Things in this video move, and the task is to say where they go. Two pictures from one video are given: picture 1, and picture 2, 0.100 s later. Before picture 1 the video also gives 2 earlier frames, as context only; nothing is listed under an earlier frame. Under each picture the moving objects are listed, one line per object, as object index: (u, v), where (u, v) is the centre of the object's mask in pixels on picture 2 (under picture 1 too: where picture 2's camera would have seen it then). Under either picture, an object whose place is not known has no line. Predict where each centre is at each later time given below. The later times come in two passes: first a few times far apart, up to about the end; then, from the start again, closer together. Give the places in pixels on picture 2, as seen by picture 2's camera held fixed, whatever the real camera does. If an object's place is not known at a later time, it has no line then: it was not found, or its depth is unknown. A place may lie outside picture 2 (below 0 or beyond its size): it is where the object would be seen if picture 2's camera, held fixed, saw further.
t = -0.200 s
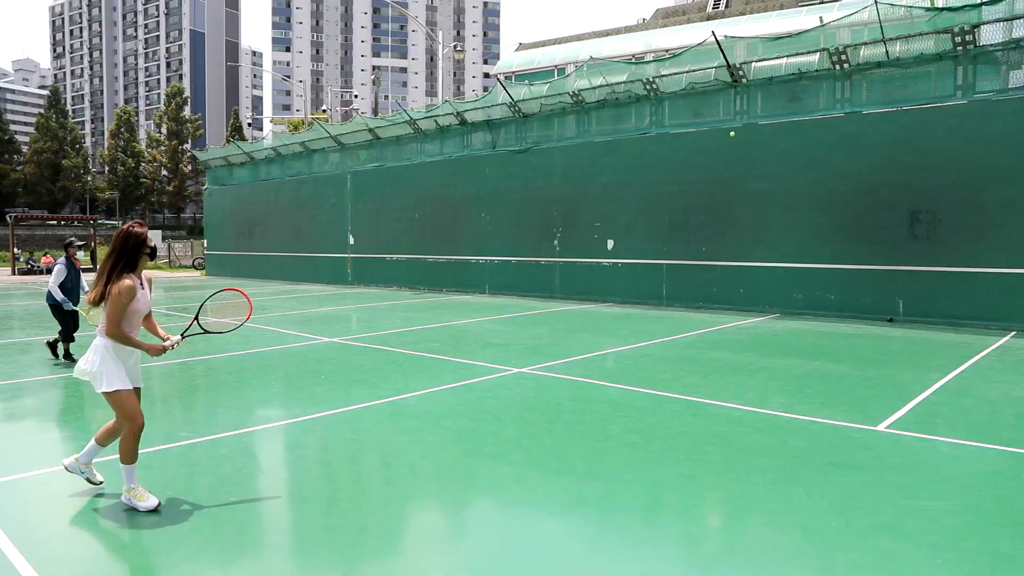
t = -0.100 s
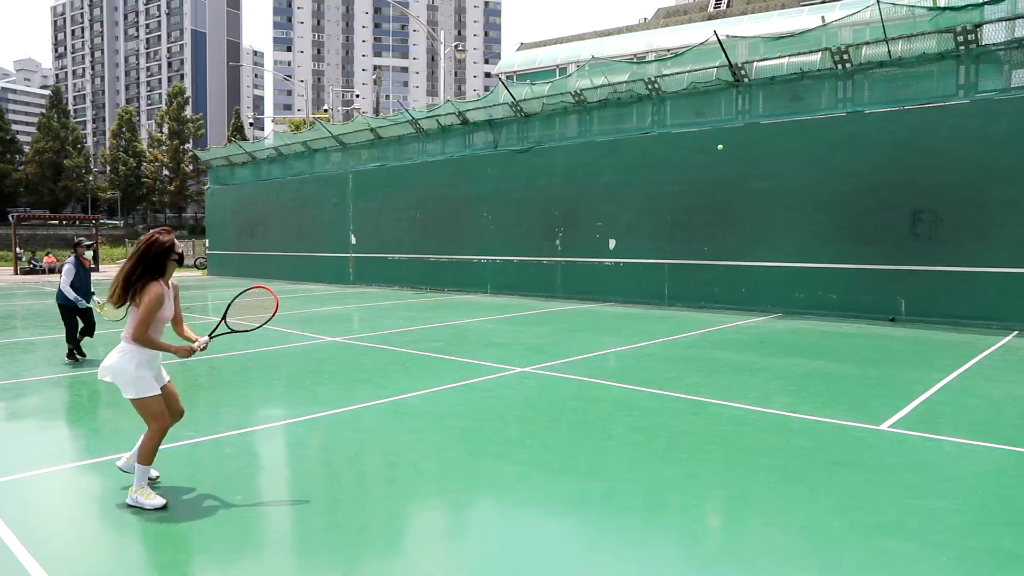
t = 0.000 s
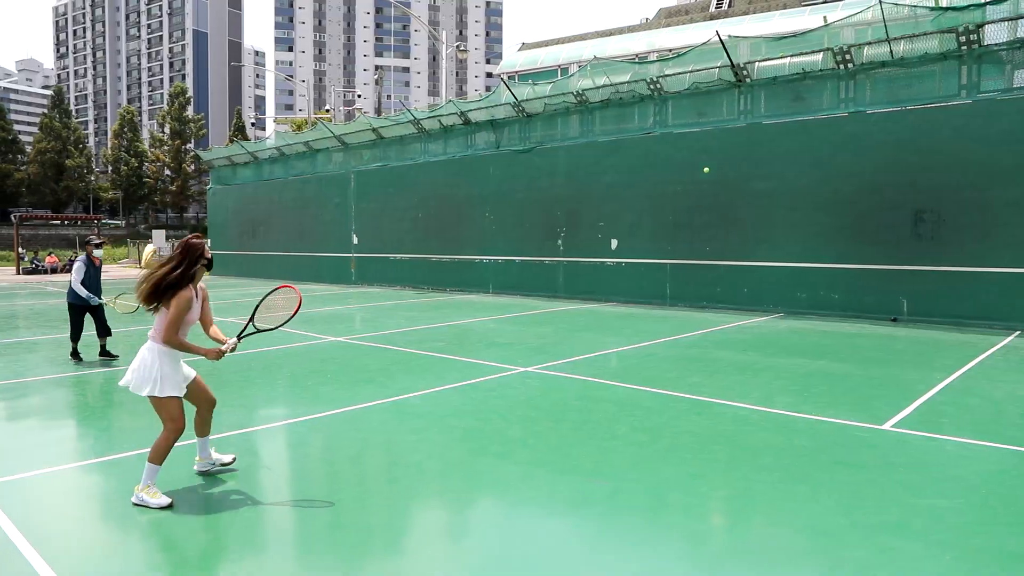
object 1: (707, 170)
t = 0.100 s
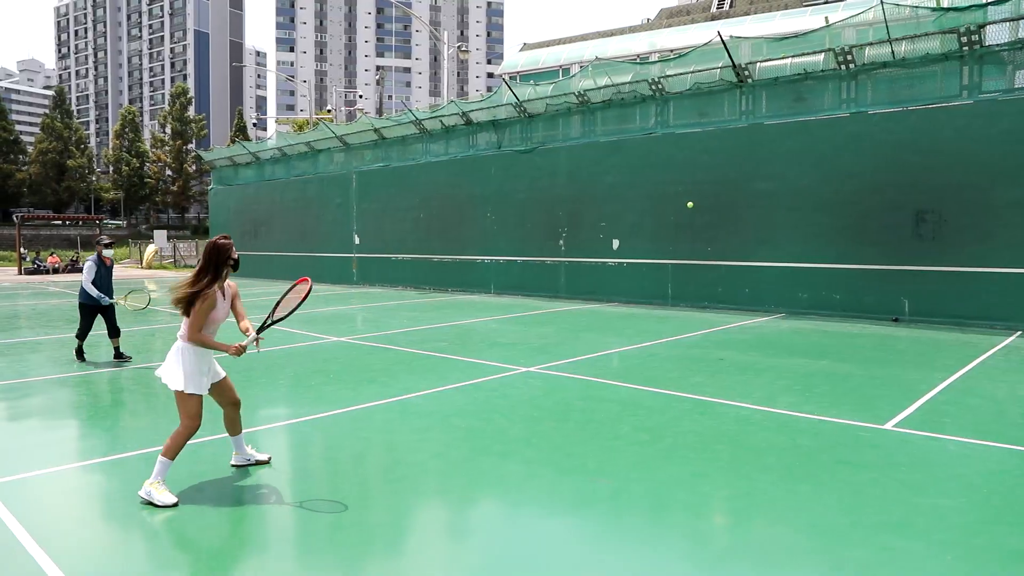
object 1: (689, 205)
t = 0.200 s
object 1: (669, 253)
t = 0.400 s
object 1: (619, 384)
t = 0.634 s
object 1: (570, 282)
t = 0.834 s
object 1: (513, 226)
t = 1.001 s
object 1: (454, 215)
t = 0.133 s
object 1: (683, 219)
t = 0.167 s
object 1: (677, 235)
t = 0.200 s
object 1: (669, 253)
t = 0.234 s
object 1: (662, 273)
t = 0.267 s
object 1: (654, 294)
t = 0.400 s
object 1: (619, 384)
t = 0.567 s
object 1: (585, 307)
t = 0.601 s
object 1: (578, 294)
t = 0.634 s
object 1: (570, 282)
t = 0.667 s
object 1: (561, 270)
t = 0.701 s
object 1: (552, 259)
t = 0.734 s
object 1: (543, 249)
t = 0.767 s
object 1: (533, 240)
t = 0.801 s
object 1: (523, 233)
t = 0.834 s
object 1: (513, 226)
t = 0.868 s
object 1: (502, 221)
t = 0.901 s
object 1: (491, 217)
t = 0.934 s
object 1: (479, 215)
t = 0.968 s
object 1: (467, 214)
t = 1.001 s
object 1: (454, 215)
